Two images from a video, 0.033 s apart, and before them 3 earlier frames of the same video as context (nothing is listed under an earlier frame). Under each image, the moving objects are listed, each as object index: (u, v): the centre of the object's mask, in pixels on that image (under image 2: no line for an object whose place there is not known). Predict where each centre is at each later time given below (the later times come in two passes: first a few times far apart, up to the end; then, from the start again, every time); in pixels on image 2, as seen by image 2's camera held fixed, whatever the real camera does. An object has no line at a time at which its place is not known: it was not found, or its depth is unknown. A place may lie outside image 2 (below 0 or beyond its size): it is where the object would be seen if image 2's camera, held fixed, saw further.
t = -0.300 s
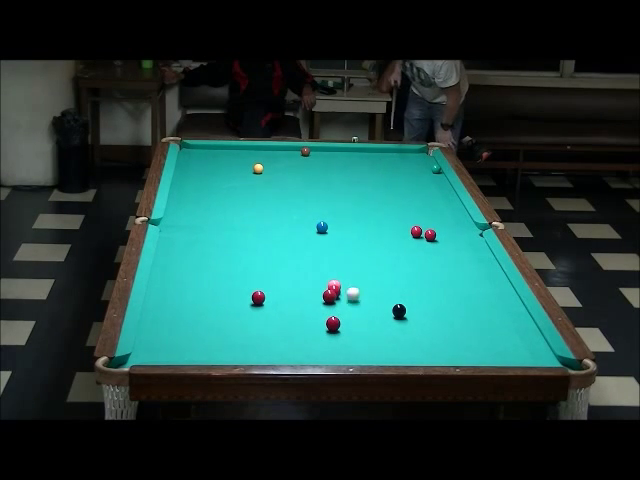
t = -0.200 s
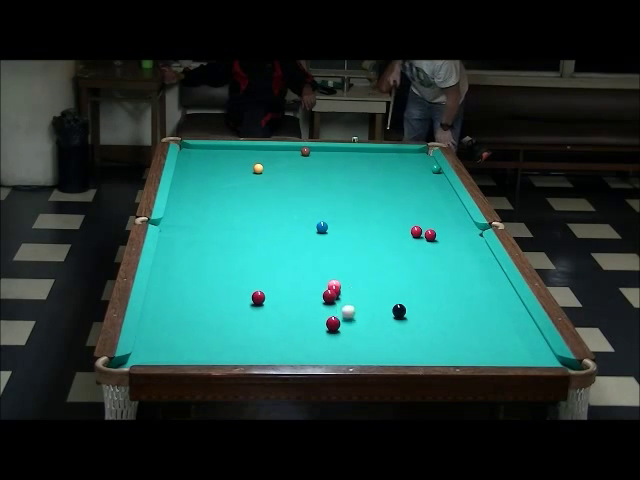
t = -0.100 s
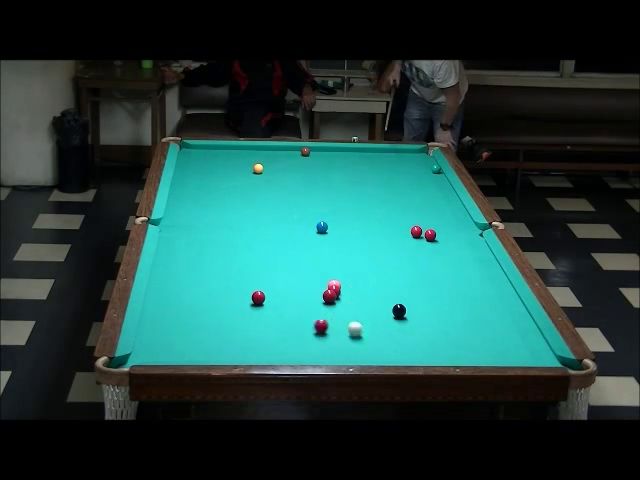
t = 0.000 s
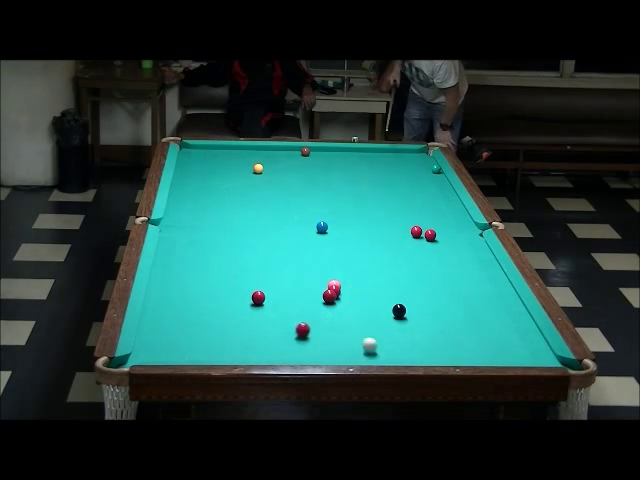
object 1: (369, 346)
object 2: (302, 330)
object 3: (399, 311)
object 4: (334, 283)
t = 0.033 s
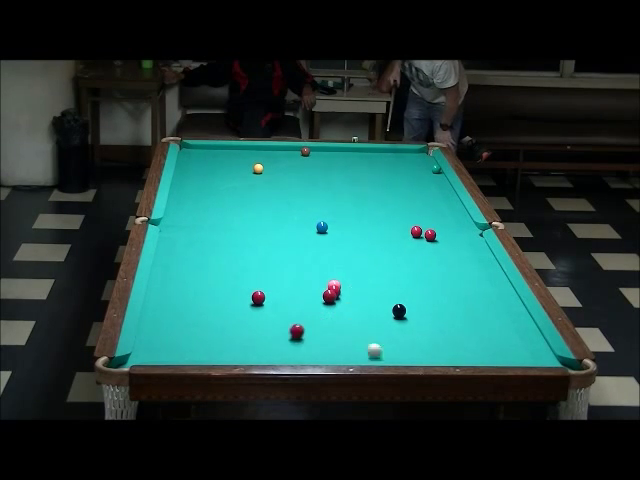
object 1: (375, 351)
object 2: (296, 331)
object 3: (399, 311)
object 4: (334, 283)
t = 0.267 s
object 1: (387, 339)
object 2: (255, 340)
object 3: (399, 311)
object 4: (334, 283)
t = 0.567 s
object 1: (383, 312)
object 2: (204, 350)
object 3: (407, 306)
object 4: (334, 283)
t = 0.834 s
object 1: (364, 299)
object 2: (157, 356)
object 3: (426, 294)
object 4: (334, 283)
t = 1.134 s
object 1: (347, 287)
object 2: (144, 357)
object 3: (446, 283)
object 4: (331, 283)
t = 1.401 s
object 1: (347, 281)
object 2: (154, 354)
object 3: (461, 274)
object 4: (319, 284)
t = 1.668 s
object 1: (346, 275)
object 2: (161, 352)
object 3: (475, 267)
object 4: (309, 282)
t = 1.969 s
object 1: (345, 270)
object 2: (167, 349)
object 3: (488, 260)
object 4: (299, 281)
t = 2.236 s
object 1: (344, 266)
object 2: (171, 348)
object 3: (482, 255)
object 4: (294, 280)
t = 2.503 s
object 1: (343, 263)
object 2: (174, 346)
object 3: (472, 252)
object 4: (290, 279)
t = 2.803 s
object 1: (341, 261)
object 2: (174, 346)
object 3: (463, 248)
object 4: (288, 279)
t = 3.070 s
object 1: (339, 259)
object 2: (174, 346)
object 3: (457, 246)
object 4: (287, 279)
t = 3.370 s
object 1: (339, 259)
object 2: (175, 346)
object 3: (452, 245)
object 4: (287, 279)
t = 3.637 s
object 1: (339, 259)
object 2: (175, 346)
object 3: (450, 244)
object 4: (287, 279)
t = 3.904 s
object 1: (339, 259)
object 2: (175, 346)
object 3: (449, 243)
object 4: (287, 279)
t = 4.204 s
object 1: (339, 259)
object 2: (175, 346)
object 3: (448, 244)
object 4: (288, 279)
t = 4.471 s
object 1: (339, 259)
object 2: (175, 346)
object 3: (448, 244)
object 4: (287, 279)
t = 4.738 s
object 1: (339, 259)
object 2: (175, 346)
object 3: (448, 244)
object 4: (287, 279)
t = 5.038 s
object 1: (339, 259)
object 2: (175, 346)
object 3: (448, 244)
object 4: (287, 279)
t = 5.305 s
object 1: (339, 259)
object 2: (175, 346)
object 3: (448, 244)
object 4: (287, 279)
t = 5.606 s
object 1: (339, 259)
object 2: (175, 346)
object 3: (448, 244)
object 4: (287, 279)
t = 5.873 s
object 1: (338, 259)
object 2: (175, 346)
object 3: (448, 244)
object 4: (287, 279)
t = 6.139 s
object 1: (339, 259)
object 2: (175, 346)
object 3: (448, 244)
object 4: (287, 279)
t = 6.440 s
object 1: (338, 259)
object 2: (175, 346)
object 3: (448, 244)
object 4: (287, 279)
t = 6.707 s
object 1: (338, 259)
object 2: (175, 346)
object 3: (448, 244)
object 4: (287, 279)
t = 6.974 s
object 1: (338, 259)
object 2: (175, 346)
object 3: (448, 244)
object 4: (287, 279)
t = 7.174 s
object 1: (338, 259)
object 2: (175, 346)
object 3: (448, 244)
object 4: (287, 279)
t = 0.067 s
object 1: (379, 355)
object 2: (290, 332)
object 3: (399, 311)
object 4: (334, 283)
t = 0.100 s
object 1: (383, 356)
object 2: (285, 334)
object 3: (399, 311)
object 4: (334, 283)
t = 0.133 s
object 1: (384, 354)
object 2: (279, 335)
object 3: (399, 311)
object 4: (334, 283)
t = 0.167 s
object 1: (385, 351)
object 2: (273, 336)
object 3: (399, 311)
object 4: (334, 283)
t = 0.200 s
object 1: (386, 348)
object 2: (267, 337)
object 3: (399, 311)
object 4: (334, 283)
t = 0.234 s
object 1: (386, 343)
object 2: (261, 338)
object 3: (399, 311)
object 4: (334, 283)
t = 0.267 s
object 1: (387, 339)
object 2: (255, 340)
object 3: (399, 311)
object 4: (334, 283)
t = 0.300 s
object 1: (388, 335)
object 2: (250, 341)
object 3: (399, 311)
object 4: (334, 283)
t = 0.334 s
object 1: (389, 332)
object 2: (244, 342)
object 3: (399, 311)
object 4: (334, 283)
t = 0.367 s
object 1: (389, 328)
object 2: (238, 343)
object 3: (399, 311)
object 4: (334, 283)
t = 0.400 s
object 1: (390, 324)
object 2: (232, 344)
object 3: (399, 311)
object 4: (334, 283)
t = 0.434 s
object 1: (391, 320)
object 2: (227, 345)
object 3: (399, 310)
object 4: (334, 283)
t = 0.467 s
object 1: (391, 317)
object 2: (220, 347)
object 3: (400, 310)
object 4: (334, 283)
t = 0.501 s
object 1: (389, 314)
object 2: (215, 348)
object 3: (401, 309)
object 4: (334, 283)
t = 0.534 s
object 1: (386, 313)
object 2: (209, 349)
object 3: (404, 307)
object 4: (334, 283)
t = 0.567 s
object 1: (383, 312)
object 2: (204, 350)
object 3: (407, 306)
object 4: (334, 283)
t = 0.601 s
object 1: (381, 310)
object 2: (198, 350)
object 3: (410, 304)
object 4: (334, 283)
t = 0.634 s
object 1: (378, 308)
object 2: (192, 352)
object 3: (412, 303)
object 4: (334, 283)
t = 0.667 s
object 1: (376, 307)
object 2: (186, 352)
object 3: (415, 301)
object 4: (334, 283)
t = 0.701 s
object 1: (373, 305)
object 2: (181, 353)
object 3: (417, 300)
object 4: (334, 283)
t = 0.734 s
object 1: (371, 303)
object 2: (175, 354)
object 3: (420, 298)
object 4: (334, 283)
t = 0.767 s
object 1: (368, 302)
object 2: (169, 354)
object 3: (422, 297)
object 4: (334, 283)
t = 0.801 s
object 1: (366, 300)
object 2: (163, 355)
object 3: (424, 296)
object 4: (334, 283)
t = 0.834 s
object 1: (364, 299)
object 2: (157, 356)
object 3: (426, 294)
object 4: (334, 283)
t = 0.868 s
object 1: (361, 298)
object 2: (153, 356)
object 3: (429, 293)
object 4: (334, 283)
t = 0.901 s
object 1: (359, 296)
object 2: (148, 356)
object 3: (431, 292)
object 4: (334, 283)
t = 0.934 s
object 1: (357, 295)
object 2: (144, 356)
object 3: (433, 291)
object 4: (334, 283)
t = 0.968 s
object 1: (355, 294)
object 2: (140, 356)
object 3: (435, 289)
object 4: (334, 283)
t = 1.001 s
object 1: (353, 292)
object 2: (136, 356)
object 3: (438, 288)
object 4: (334, 283)
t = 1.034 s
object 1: (350, 291)
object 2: (137, 357)
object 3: (440, 287)
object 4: (334, 283)
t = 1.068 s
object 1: (348, 290)
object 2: (140, 357)
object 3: (442, 286)
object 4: (334, 283)
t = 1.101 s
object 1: (347, 288)
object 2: (142, 357)
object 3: (444, 284)
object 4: (334, 283)
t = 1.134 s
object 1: (347, 287)
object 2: (144, 357)
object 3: (446, 283)
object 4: (331, 283)
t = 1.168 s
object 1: (347, 287)
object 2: (146, 357)
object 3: (448, 282)
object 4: (329, 283)
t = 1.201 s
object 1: (347, 286)
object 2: (148, 357)
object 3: (450, 281)
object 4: (327, 283)
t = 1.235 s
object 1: (347, 285)
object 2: (149, 356)
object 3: (452, 280)
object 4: (326, 284)
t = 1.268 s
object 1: (347, 284)
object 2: (150, 356)
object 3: (454, 279)
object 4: (325, 284)
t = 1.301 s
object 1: (347, 283)
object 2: (151, 355)
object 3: (456, 278)
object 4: (323, 284)
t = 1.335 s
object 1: (347, 282)
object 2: (152, 355)
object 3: (457, 277)
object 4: (322, 284)
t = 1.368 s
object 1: (347, 281)
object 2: (153, 355)
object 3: (459, 276)
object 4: (320, 284)
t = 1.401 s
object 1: (347, 281)
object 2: (154, 354)
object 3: (461, 274)
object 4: (319, 284)
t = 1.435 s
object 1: (347, 280)
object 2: (155, 354)
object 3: (463, 274)
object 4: (317, 283)
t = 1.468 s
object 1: (346, 279)
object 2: (156, 354)
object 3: (464, 273)
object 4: (316, 283)
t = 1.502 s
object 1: (346, 278)
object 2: (157, 353)
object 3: (466, 272)
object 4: (315, 283)
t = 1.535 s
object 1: (346, 278)
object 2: (158, 353)
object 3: (468, 270)
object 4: (313, 283)
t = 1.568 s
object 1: (346, 277)
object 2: (159, 353)
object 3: (469, 270)
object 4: (312, 283)
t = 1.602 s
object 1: (346, 276)
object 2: (160, 352)
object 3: (471, 269)
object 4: (311, 283)
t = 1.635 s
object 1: (346, 276)
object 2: (161, 352)
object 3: (473, 268)
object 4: (310, 282)
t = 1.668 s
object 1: (346, 275)
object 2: (161, 352)
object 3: (475, 267)
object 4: (309, 282)
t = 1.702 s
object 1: (346, 274)
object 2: (162, 352)
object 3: (476, 266)
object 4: (307, 282)
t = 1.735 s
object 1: (345, 274)
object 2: (162, 351)
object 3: (478, 265)
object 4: (306, 282)
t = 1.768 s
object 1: (345, 273)
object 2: (163, 351)
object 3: (479, 264)
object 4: (305, 282)
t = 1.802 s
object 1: (345, 272)
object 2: (164, 351)
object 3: (481, 264)
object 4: (304, 282)
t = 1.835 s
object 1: (345, 272)
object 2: (165, 350)
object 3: (482, 263)
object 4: (303, 282)
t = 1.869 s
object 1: (345, 271)
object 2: (165, 350)
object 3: (484, 262)
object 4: (302, 281)
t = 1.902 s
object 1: (345, 271)
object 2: (166, 350)
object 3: (485, 261)
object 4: (301, 281)
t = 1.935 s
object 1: (345, 270)
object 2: (167, 350)
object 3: (487, 260)
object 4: (300, 281)
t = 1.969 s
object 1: (345, 270)
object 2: (167, 349)
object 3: (488, 260)
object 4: (299, 281)
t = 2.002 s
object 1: (345, 269)
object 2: (168, 349)
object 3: (489, 259)
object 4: (299, 281)
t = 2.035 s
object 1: (345, 268)
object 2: (169, 349)
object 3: (489, 258)
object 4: (298, 281)
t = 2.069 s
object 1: (345, 268)
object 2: (169, 349)
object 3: (488, 258)
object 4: (297, 281)
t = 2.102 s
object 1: (344, 268)
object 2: (169, 348)
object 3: (487, 257)
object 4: (296, 280)
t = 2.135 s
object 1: (344, 267)
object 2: (170, 348)
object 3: (485, 257)
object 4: (296, 280)
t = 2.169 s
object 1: (344, 267)
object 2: (170, 348)
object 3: (484, 256)
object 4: (295, 280)
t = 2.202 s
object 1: (344, 266)
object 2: (171, 348)
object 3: (483, 256)
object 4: (294, 280)
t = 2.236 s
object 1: (344, 266)
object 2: (171, 348)
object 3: (482, 255)
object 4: (294, 280)
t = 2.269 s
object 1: (344, 265)
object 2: (172, 347)
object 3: (480, 255)
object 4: (293, 280)
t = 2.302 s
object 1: (343, 265)
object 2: (172, 347)
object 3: (479, 254)
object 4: (293, 280)
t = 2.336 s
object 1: (343, 264)
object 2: (172, 347)
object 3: (478, 254)
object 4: (292, 280)
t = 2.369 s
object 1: (343, 264)
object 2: (173, 347)
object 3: (477, 253)
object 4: (292, 280)
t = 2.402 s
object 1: (343, 264)
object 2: (173, 347)
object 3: (475, 253)
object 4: (291, 280)
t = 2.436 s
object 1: (343, 264)
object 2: (173, 347)
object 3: (474, 252)
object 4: (291, 279)
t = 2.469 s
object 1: (343, 263)
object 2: (173, 347)
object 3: (473, 252)
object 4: (290, 279)
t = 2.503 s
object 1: (343, 263)
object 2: (174, 346)
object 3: (472, 252)
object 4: (290, 279)
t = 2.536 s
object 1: (342, 263)
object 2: (174, 346)
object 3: (471, 251)
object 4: (290, 279)
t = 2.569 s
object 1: (342, 262)
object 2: (174, 346)
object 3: (470, 251)
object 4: (289, 279)
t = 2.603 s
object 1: (342, 262)
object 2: (174, 346)
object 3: (469, 250)
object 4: (289, 279)
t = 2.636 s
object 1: (342, 262)
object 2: (174, 346)
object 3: (468, 250)
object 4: (288, 279)
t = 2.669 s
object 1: (342, 262)
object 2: (174, 346)
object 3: (467, 250)
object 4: (288, 279)
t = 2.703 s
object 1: (341, 261)
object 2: (174, 346)
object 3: (466, 250)
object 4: (288, 279)
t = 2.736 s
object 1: (341, 261)
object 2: (174, 346)
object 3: (465, 249)
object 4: (288, 279)
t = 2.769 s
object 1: (341, 261)
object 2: (174, 346)
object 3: (464, 249)
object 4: (288, 279)
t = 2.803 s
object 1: (341, 261)
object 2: (174, 346)
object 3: (463, 248)
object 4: (288, 279)
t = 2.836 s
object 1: (340, 260)
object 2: (174, 346)
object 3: (462, 248)
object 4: (288, 279)
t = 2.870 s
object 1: (340, 260)
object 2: (174, 346)
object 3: (462, 248)
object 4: (288, 279)
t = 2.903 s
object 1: (340, 260)
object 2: (174, 346)
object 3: (461, 248)
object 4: (287, 279)
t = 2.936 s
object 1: (340, 260)
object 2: (174, 346)
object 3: (460, 248)
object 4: (287, 279)
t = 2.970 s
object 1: (339, 260)
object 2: (174, 346)
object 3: (459, 247)
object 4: (287, 279)
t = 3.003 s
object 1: (339, 260)
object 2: (174, 346)
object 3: (459, 247)
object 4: (287, 279)
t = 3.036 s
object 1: (339, 260)
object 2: (174, 346)
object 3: (458, 246)
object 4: (287, 279)
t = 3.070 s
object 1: (339, 259)
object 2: (174, 346)
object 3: (457, 246)
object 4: (287, 279)
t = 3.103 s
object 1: (339, 259)
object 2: (174, 346)
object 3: (457, 246)
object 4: (287, 279)
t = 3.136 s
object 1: (339, 259)
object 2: (174, 346)
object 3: (456, 246)
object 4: (287, 279)
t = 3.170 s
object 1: (339, 259)
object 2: (175, 346)
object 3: (456, 245)
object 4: (287, 279)
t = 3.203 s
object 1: (339, 259)
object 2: (175, 346)
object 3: (455, 245)
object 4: (287, 279)
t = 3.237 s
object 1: (339, 259)
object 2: (175, 346)
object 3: (454, 245)
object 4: (287, 279)
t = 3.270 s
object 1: (339, 259)
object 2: (175, 346)
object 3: (454, 245)
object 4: (287, 279)
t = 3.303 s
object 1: (339, 259)
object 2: (175, 346)
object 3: (453, 245)
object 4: (287, 279)
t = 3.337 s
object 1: (339, 259)
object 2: (175, 346)
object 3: (453, 245)
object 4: (287, 279)
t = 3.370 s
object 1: (339, 259)
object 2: (175, 346)
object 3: (452, 245)
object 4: (287, 279)
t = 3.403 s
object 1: (339, 259)
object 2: (175, 346)
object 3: (452, 244)
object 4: (287, 279)
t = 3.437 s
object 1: (339, 259)
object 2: (175, 346)
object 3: (452, 244)
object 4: (287, 279)
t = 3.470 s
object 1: (339, 259)
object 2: (175, 346)
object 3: (451, 244)
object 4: (287, 279)
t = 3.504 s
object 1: (339, 259)
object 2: (175, 346)
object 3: (451, 244)
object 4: (287, 279)
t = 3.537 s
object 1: (339, 259)
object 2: (175, 346)
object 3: (451, 244)
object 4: (287, 279)
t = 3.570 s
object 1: (339, 259)
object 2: (175, 346)
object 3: (450, 244)
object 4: (287, 279)
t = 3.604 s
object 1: (339, 259)
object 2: (175, 346)
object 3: (450, 244)
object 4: (287, 279)
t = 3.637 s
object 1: (339, 259)
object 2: (175, 346)
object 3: (450, 244)
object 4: (287, 279)
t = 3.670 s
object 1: (339, 259)
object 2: (175, 346)
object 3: (450, 244)
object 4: (287, 279)
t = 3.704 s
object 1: (339, 259)
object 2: (175, 346)
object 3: (450, 243)
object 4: (287, 279)
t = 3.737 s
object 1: (339, 259)
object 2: (175, 346)
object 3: (449, 243)
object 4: (287, 279)
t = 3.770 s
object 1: (339, 259)
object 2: (175, 346)
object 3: (449, 243)
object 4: (288, 279)
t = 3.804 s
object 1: (339, 259)
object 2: (175, 346)
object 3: (449, 243)
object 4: (287, 279)
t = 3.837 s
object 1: (339, 259)
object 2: (175, 346)
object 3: (449, 243)
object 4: (287, 279)
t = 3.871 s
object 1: (339, 259)
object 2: (175, 346)
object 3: (449, 243)
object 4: (287, 279)
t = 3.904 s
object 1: (339, 259)
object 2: (175, 346)
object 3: (449, 243)
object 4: (287, 279)
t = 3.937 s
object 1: (339, 259)
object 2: (175, 346)
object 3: (449, 243)
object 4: (287, 279)
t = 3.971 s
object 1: (339, 259)
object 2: (175, 346)
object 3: (449, 243)
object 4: (287, 279)
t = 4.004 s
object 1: (339, 259)
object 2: (175, 346)
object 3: (449, 243)
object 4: (287, 279)
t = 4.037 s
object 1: (339, 259)
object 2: (175, 346)
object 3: (449, 243)
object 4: (287, 279)
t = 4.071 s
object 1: (339, 259)
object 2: (175, 346)
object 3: (448, 243)
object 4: (287, 279)
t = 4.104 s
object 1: (339, 259)
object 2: (175, 346)
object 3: (448, 244)
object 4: (287, 279)
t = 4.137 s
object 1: (339, 259)
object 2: (175, 346)
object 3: (448, 244)
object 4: (287, 279)
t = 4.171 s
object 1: (339, 259)
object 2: (175, 346)
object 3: (448, 244)
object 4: (287, 279)
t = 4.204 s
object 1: (339, 259)
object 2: (175, 346)
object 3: (448, 244)
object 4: (288, 279)
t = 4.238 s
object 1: (339, 259)
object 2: (175, 346)
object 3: (448, 244)
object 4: (287, 279)
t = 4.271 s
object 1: (339, 259)
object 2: (175, 346)
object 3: (448, 244)
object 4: (287, 279)
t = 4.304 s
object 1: (339, 259)
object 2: (175, 346)
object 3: (448, 243)
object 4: (287, 279)
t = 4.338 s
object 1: (339, 259)
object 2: (175, 346)
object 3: (448, 244)
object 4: (287, 279)
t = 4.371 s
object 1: (339, 259)
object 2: (175, 346)
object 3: (448, 244)
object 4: (287, 279)
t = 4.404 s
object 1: (339, 259)
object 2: (175, 346)
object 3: (448, 243)
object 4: (287, 279)
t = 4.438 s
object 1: (339, 259)
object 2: (175, 346)
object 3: (448, 244)
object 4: (287, 279)
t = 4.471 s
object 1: (339, 259)
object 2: (175, 346)
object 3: (448, 244)
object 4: (287, 279)
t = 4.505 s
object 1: (339, 259)
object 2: (175, 346)
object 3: (448, 243)
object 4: (287, 279)
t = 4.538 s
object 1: (339, 259)
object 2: (175, 346)
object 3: (448, 244)
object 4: (287, 279)
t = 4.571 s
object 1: (339, 259)
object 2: (175, 346)
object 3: (448, 244)
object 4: (287, 279)
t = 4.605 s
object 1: (339, 259)
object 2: (175, 346)
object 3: (448, 244)
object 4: (287, 279)
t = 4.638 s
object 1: (339, 259)
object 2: (175, 346)
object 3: (448, 244)
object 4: (287, 279)
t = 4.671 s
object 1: (339, 259)
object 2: (175, 346)
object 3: (448, 244)
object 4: (287, 279)
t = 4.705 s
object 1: (339, 259)
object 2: (175, 346)
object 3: (448, 244)
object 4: (287, 279)
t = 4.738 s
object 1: (339, 259)
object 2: (175, 346)
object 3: (448, 244)
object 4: (287, 279)
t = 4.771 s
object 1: (339, 259)
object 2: (175, 346)
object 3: (448, 244)
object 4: (287, 279)
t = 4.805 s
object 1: (339, 259)
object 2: (175, 346)
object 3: (448, 244)
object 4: (287, 279)
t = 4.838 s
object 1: (339, 259)
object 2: (175, 346)
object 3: (448, 244)
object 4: (287, 279)
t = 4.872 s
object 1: (339, 259)
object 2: (175, 346)
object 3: (448, 244)
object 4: (287, 279)
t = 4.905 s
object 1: (339, 259)
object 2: (175, 346)
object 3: (448, 244)
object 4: (287, 279)
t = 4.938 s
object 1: (339, 259)
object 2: (175, 346)
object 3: (448, 244)
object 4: (287, 279)
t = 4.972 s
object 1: (339, 259)
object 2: (175, 346)
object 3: (448, 244)
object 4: (287, 279)
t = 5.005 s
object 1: (339, 259)
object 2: (175, 346)
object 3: (448, 244)
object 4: (287, 279)
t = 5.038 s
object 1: (339, 259)
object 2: (175, 346)
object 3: (448, 244)
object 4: (287, 279)
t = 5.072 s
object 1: (339, 259)
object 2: (175, 346)
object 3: (448, 244)
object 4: (287, 279)
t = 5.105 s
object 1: (339, 259)
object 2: (175, 346)
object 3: (448, 244)
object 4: (287, 279)
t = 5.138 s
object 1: (339, 259)
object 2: (175, 346)
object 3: (448, 244)
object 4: (287, 279)
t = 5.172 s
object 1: (339, 259)
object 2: (175, 346)
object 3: (448, 244)
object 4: (287, 279)
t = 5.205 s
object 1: (339, 259)
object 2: (175, 346)
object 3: (448, 244)
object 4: (287, 279)
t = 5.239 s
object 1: (339, 259)
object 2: (175, 346)
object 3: (448, 244)
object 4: (287, 279)
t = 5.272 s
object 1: (339, 259)
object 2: (175, 346)
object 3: (448, 244)
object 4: (287, 279)
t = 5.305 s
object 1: (339, 259)
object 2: (175, 346)
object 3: (448, 244)
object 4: (287, 279)
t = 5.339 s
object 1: (339, 259)
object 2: (175, 346)
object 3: (448, 244)
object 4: (287, 279)
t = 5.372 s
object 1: (339, 259)
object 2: (175, 346)
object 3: (448, 244)
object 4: (287, 279)
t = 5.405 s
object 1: (339, 259)
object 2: (175, 346)
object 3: (448, 244)
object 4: (287, 279)
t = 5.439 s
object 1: (339, 259)
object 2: (175, 346)
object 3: (448, 244)
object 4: (288, 279)
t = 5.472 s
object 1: (339, 259)
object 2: (175, 346)
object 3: (448, 244)
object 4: (287, 279)
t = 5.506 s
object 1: (339, 259)
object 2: (175, 346)
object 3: (448, 244)
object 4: (287, 279)
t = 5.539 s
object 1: (339, 259)
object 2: (175, 346)
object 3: (448, 244)
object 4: (287, 279)
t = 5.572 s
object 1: (339, 259)
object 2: (175, 346)
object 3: (448, 244)
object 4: (287, 279)
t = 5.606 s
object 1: (339, 259)
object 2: (175, 346)
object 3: (448, 244)
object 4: (287, 279)
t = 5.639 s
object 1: (339, 259)
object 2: (175, 346)
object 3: (448, 244)
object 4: (287, 279)
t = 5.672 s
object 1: (339, 259)
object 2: (175, 346)
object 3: (448, 244)
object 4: (287, 279)
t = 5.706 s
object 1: (339, 259)
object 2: (175, 346)
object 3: (448, 244)
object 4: (287, 279)
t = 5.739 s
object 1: (339, 259)
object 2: (175, 346)
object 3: (448, 244)
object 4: (287, 279)
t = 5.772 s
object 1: (339, 259)
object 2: (175, 346)
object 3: (448, 244)
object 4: (287, 279)
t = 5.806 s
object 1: (338, 259)
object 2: (175, 346)
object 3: (448, 244)
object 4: (287, 279)
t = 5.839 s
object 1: (338, 259)
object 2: (175, 346)
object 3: (448, 244)
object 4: (287, 279)
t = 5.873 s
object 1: (338, 259)
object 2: (175, 346)
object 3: (448, 244)
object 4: (287, 279)
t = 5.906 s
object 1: (338, 259)
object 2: (175, 346)
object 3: (448, 244)
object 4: (287, 279)
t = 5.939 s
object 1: (338, 259)
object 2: (175, 346)
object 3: (448, 244)
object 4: (287, 279)
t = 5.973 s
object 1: (339, 259)
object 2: (175, 346)
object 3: (448, 244)
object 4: (287, 279)
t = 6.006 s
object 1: (338, 259)
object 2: (175, 346)
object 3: (448, 244)
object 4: (287, 279)
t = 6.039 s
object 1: (338, 259)
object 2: (175, 346)
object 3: (448, 244)
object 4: (287, 279)
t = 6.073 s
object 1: (338, 259)
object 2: (175, 346)
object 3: (448, 244)
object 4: (287, 279)
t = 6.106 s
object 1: (338, 259)
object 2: (175, 346)
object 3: (448, 244)
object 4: (287, 279)
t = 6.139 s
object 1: (339, 259)
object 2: (175, 346)
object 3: (448, 244)
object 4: (287, 279)
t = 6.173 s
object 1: (339, 259)
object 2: (175, 346)
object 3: (448, 244)
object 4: (287, 279)
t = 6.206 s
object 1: (339, 259)
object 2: (175, 346)
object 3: (448, 244)
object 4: (287, 279)
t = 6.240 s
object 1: (339, 259)
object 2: (175, 346)
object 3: (448, 244)
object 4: (287, 279)
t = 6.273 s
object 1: (339, 259)
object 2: (175, 346)
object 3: (448, 244)
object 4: (287, 279)
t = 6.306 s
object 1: (338, 259)
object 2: (175, 346)
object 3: (448, 244)
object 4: (287, 279)
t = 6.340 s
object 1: (338, 259)
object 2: (175, 346)
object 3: (448, 244)
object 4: (287, 279)
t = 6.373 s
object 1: (338, 259)
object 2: (175, 346)
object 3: (448, 244)
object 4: (287, 279)
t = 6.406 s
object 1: (338, 259)
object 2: (175, 346)
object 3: (448, 244)
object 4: (287, 279)
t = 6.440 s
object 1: (338, 259)
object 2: (175, 346)
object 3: (448, 244)
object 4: (287, 279)
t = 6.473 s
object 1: (339, 259)
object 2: (175, 346)
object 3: (448, 244)
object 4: (287, 279)
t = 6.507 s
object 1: (338, 259)
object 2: (175, 346)
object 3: (448, 244)
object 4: (287, 279)
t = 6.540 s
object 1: (338, 259)
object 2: (175, 346)
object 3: (448, 244)
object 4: (287, 279)
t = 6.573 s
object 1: (338, 259)
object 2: (175, 346)
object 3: (448, 244)
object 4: (287, 279)
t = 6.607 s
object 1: (338, 259)
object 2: (175, 346)
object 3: (448, 244)
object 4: (287, 279)
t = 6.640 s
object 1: (338, 259)
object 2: (175, 346)
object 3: (448, 244)
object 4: (287, 279)
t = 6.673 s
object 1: (338, 259)
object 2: (175, 346)
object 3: (448, 244)
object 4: (287, 279)
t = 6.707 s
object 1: (338, 259)
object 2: (175, 346)
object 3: (448, 244)
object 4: (287, 279)
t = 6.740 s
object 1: (338, 259)
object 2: (175, 346)
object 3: (448, 244)
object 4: (287, 279)
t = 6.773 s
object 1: (338, 259)
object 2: (175, 346)
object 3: (448, 244)
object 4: (287, 279)
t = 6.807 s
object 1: (338, 259)
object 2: (175, 346)
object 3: (448, 244)
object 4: (287, 279)
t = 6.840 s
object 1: (338, 259)
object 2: (175, 346)
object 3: (448, 244)
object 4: (287, 279)
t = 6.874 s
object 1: (338, 259)
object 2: (175, 346)
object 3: (448, 244)
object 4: (287, 279)
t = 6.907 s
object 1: (338, 259)
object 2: (175, 346)
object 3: (448, 244)
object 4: (287, 279)
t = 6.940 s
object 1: (338, 259)
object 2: (175, 346)
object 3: (448, 244)
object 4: (287, 279)
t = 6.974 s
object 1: (338, 259)
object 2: (175, 346)
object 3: (448, 244)
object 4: (287, 279)
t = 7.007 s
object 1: (338, 259)
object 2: (175, 346)
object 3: (448, 244)
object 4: (288, 279)
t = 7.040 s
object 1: (338, 259)
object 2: (175, 346)
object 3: (448, 244)
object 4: (287, 279)
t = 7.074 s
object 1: (338, 259)
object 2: (175, 346)
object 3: (448, 244)
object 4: (288, 279)
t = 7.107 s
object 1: (338, 259)
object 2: (175, 346)
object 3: (448, 244)
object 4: (287, 279)
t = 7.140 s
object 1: (338, 259)
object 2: (175, 346)
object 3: (448, 244)
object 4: (288, 279)
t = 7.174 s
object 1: (338, 259)
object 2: (175, 346)
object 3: (448, 244)
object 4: (287, 279)
